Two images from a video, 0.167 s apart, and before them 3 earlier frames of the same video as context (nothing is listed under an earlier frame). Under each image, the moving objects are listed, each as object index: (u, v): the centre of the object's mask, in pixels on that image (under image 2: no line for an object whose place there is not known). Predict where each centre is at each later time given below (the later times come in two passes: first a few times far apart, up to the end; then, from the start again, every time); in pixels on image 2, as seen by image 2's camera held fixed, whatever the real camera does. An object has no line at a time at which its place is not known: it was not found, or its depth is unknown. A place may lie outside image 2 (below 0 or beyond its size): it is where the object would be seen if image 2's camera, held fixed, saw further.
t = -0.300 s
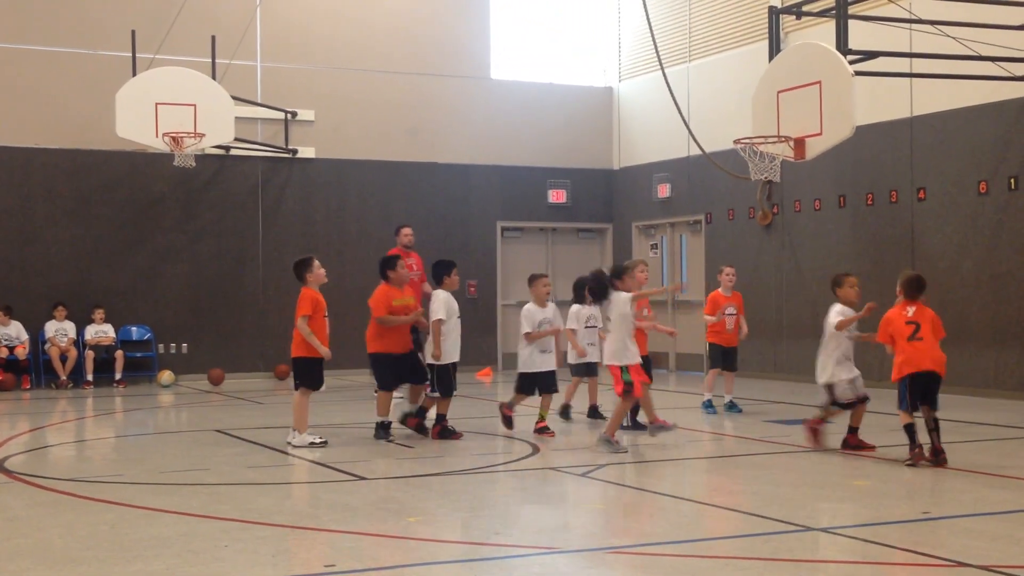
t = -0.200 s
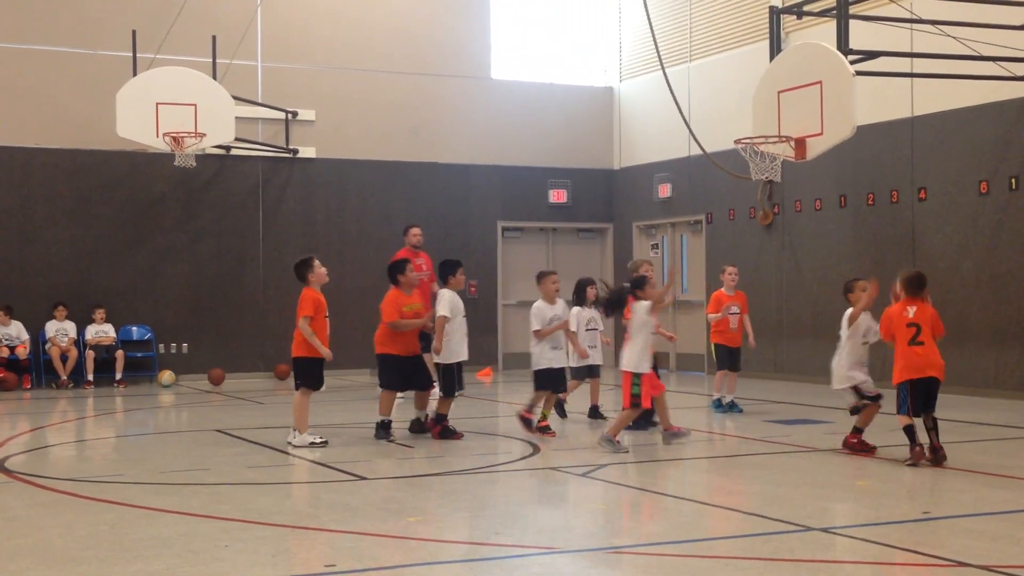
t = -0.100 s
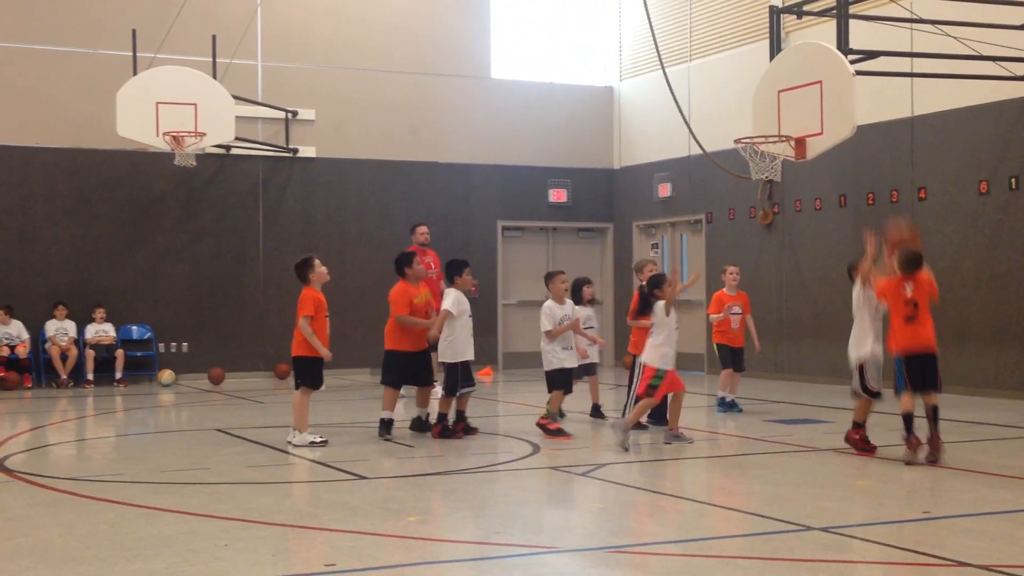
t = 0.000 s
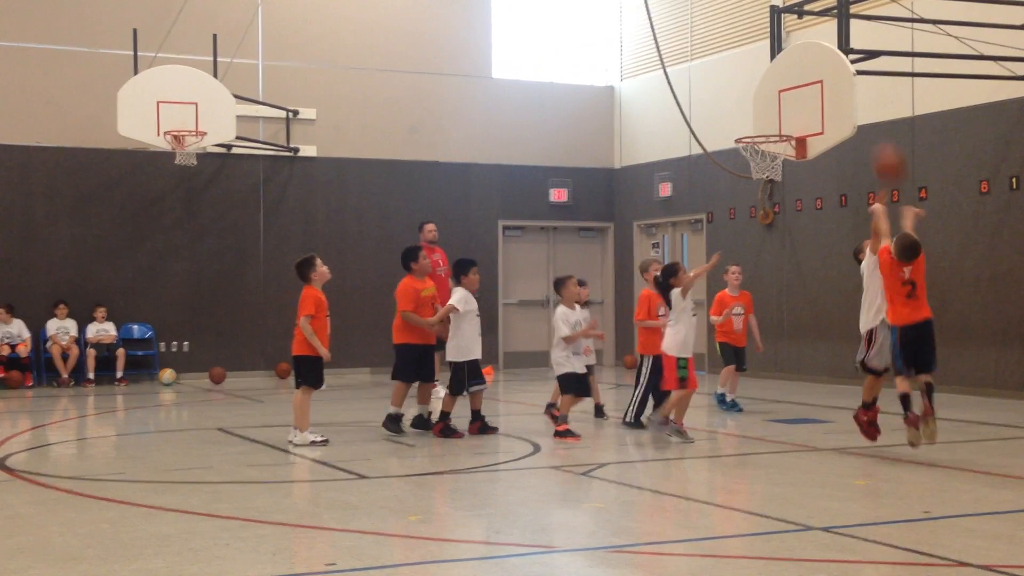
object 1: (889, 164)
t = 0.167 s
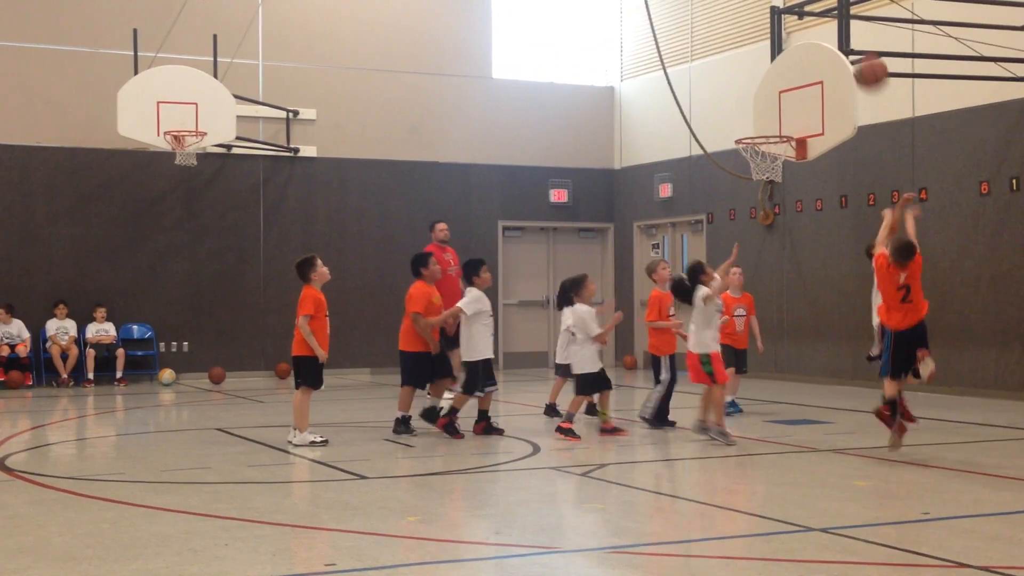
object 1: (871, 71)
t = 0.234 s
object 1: (864, 48)
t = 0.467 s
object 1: (841, 12)
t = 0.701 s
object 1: (821, 47)
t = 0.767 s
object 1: (816, 68)
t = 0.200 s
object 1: (867, 59)
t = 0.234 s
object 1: (864, 48)
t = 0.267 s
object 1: (860, 40)
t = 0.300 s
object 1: (857, 30)
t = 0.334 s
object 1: (853, 23)
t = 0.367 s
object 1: (850, 18)
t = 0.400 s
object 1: (847, 15)
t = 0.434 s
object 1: (844, 13)
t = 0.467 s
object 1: (841, 12)
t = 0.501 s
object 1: (838, 13)
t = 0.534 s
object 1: (835, 15)
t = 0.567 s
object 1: (833, 19)
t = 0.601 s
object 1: (830, 23)
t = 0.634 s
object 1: (827, 30)
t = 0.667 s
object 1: (823, 39)
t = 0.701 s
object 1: (821, 47)
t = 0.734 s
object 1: (818, 58)
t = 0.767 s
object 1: (816, 68)
